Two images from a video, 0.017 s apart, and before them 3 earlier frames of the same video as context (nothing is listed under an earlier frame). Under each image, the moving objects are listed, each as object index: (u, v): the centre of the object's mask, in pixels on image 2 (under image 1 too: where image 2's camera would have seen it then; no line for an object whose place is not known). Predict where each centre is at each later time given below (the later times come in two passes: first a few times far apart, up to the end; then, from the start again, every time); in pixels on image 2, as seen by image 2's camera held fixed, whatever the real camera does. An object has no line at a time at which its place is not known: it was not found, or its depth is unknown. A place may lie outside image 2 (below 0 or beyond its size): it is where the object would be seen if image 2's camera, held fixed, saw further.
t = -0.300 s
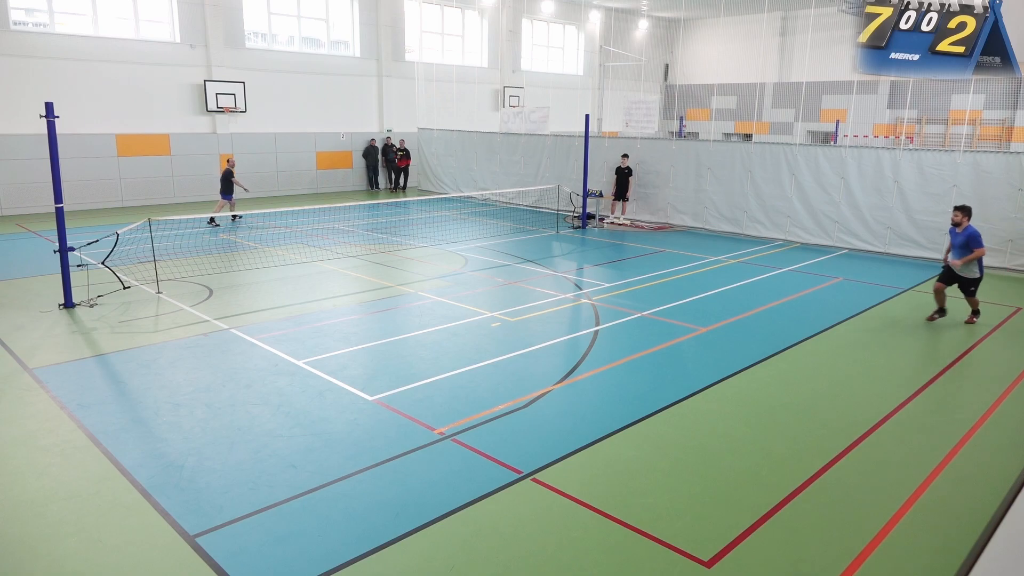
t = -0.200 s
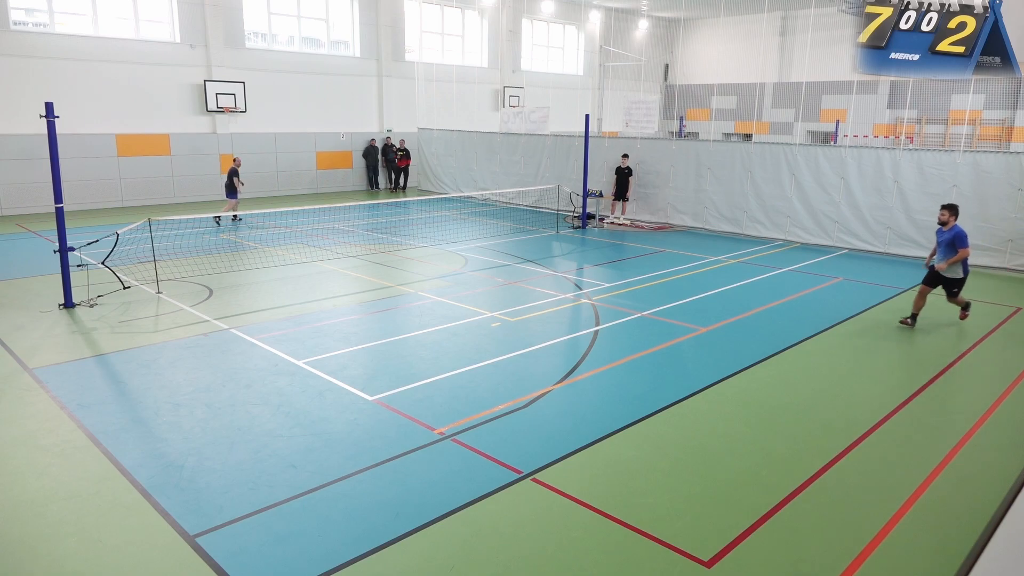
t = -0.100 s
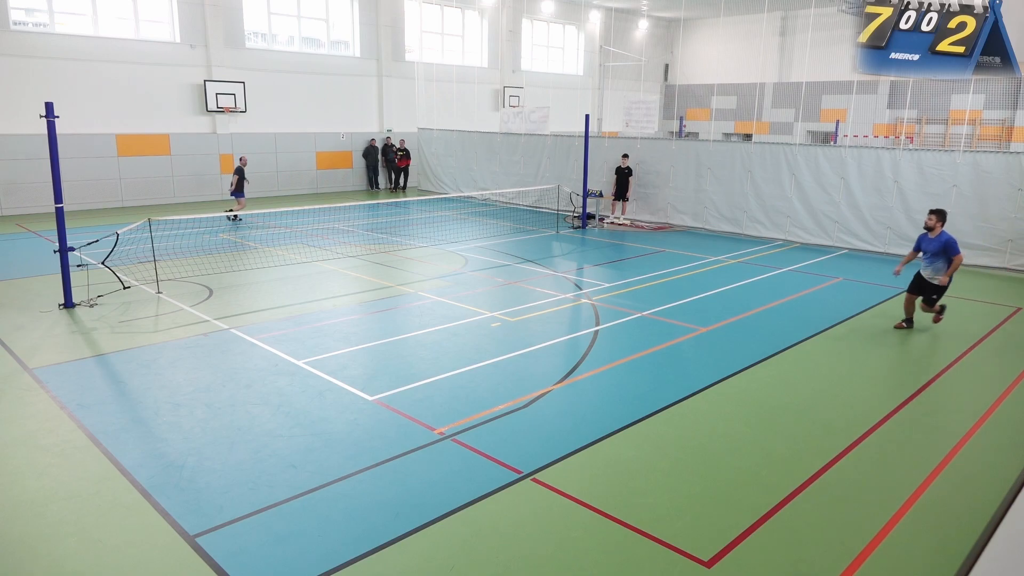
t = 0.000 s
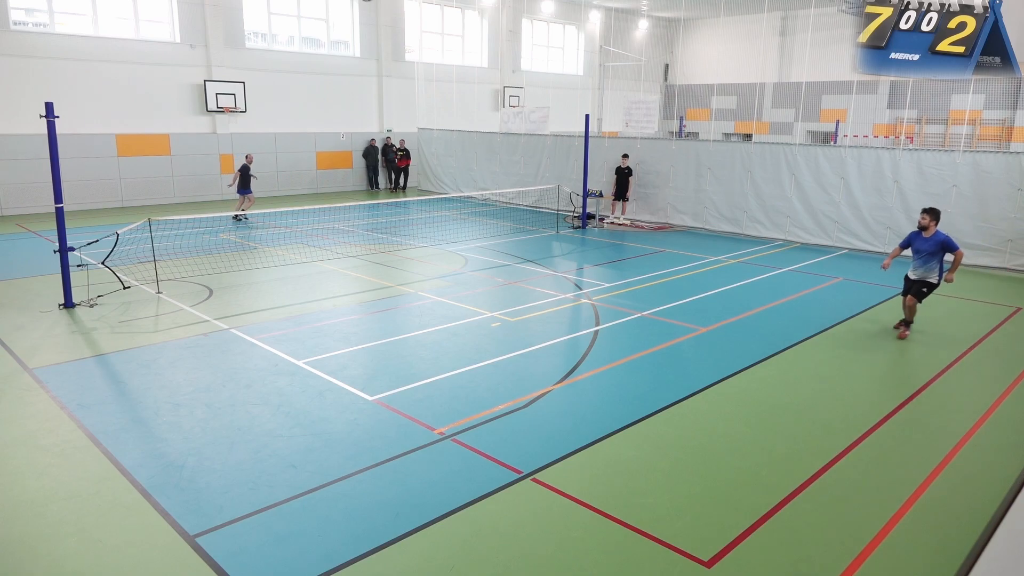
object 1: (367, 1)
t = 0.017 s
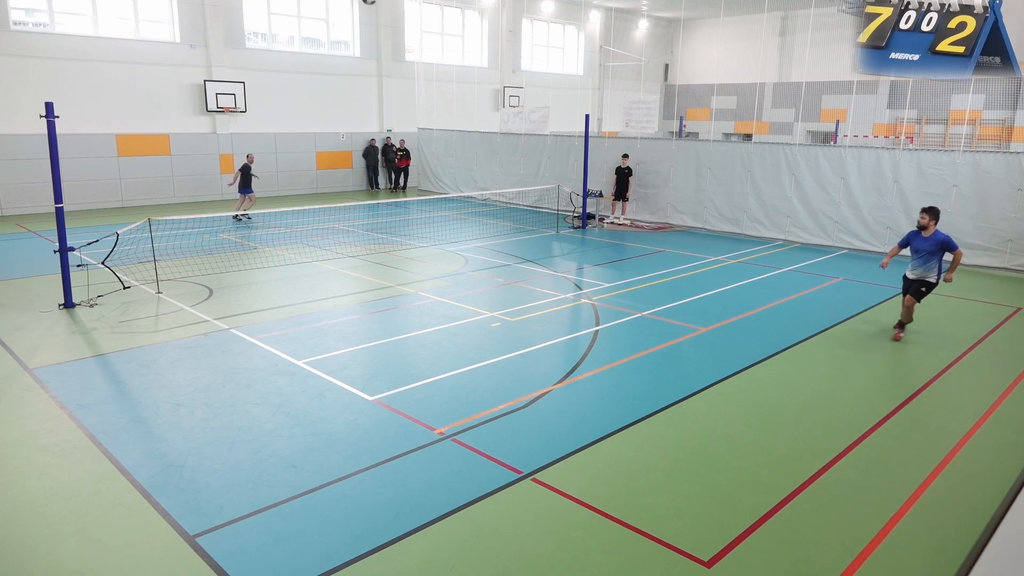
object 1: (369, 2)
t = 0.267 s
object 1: (414, 81)
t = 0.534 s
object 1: (471, 255)
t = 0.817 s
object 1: (524, 274)
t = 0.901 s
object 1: (541, 232)
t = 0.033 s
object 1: (372, 4)
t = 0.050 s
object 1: (375, 6)
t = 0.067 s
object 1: (377, 8)
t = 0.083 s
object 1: (380, 13)
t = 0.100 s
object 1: (383, 17)
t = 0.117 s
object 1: (386, 22)
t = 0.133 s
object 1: (389, 27)
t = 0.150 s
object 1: (392, 33)
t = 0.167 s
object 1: (396, 40)
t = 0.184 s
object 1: (398, 45)
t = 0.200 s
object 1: (401, 52)
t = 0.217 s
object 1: (405, 59)
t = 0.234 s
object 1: (407, 66)
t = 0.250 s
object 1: (411, 73)
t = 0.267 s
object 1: (414, 81)
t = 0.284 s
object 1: (417, 90)
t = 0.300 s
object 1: (421, 98)
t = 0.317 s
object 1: (424, 107)
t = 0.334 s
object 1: (428, 116)
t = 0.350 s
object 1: (431, 126)
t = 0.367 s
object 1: (435, 136)
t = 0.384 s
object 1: (438, 145)
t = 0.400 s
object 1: (442, 156)
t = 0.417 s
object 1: (446, 168)
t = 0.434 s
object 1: (449, 179)
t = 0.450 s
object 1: (452, 190)
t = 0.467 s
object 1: (457, 204)
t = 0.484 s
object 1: (461, 215)
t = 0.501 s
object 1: (464, 228)
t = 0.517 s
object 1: (467, 242)
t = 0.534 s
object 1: (471, 255)
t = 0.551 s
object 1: (475, 270)
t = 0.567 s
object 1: (478, 284)
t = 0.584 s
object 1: (483, 298)
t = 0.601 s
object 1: (487, 313)
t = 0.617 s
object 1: (490, 331)
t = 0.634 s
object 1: (495, 345)
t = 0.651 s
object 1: (499, 362)
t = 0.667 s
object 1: (501, 354)
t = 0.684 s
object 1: (504, 345)
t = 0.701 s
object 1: (507, 336)
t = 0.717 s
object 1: (509, 327)
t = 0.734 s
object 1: (511, 318)
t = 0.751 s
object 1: (514, 310)
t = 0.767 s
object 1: (517, 300)
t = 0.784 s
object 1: (519, 291)
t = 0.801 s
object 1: (522, 282)
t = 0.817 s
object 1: (524, 274)
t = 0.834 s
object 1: (528, 264)
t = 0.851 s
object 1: (531, 256)
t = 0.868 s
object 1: (535, 248)
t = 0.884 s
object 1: (538, 240)
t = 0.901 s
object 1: (541, 232)
